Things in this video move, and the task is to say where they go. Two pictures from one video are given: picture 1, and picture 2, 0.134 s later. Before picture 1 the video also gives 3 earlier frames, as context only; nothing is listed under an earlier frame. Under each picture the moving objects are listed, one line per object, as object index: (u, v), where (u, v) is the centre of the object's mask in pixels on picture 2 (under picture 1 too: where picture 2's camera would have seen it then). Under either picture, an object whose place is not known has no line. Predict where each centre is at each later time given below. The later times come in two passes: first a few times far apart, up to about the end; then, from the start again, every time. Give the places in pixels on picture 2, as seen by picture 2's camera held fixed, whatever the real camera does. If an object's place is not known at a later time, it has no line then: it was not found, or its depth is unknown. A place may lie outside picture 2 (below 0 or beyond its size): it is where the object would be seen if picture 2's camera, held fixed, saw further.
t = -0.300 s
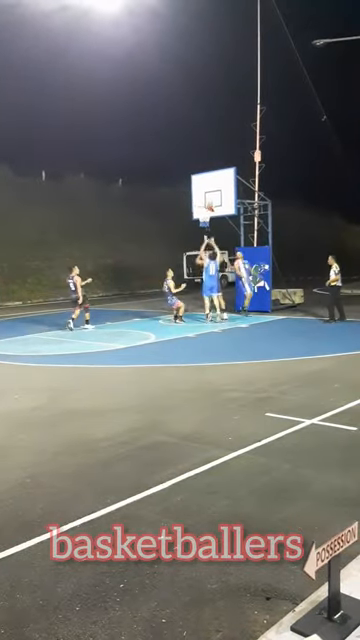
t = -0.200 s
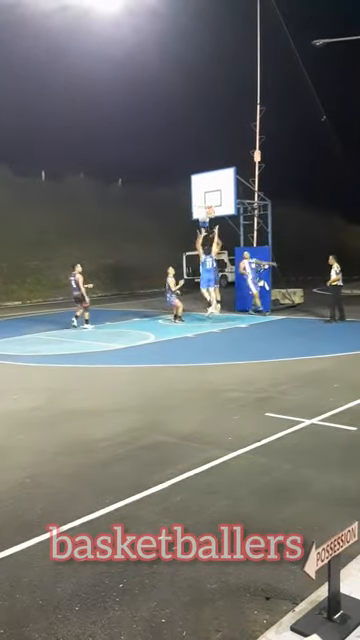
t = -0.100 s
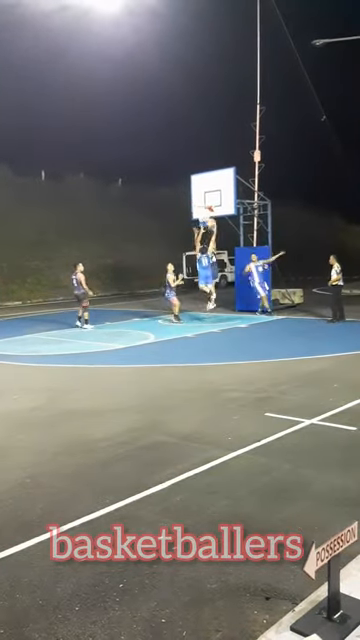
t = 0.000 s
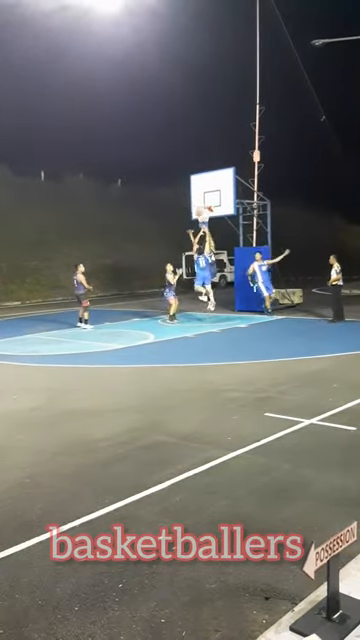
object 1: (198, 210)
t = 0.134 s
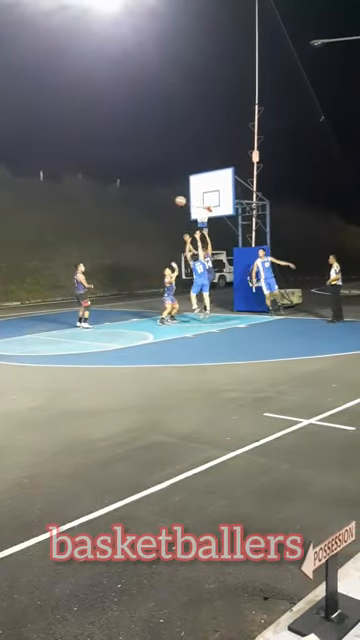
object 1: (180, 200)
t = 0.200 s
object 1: (171, 197)
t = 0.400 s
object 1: (147, 199)
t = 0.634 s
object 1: (123, 218)
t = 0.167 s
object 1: (176, 198)
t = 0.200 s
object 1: (171, 197)
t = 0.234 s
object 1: (167, 197)
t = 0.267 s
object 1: (162, 196)
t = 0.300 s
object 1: (158, 196)
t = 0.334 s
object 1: (154, 196)
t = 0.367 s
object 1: (150, 197)
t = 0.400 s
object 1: (147, 199)
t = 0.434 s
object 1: (143, 200)
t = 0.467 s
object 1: (140, 202)
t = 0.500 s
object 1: (136, 204)
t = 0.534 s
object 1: (133, 207)
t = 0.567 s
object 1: (129, 210)
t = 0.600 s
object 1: (126, 214)
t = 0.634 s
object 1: (123, 218)
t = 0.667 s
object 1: (119, 222)
